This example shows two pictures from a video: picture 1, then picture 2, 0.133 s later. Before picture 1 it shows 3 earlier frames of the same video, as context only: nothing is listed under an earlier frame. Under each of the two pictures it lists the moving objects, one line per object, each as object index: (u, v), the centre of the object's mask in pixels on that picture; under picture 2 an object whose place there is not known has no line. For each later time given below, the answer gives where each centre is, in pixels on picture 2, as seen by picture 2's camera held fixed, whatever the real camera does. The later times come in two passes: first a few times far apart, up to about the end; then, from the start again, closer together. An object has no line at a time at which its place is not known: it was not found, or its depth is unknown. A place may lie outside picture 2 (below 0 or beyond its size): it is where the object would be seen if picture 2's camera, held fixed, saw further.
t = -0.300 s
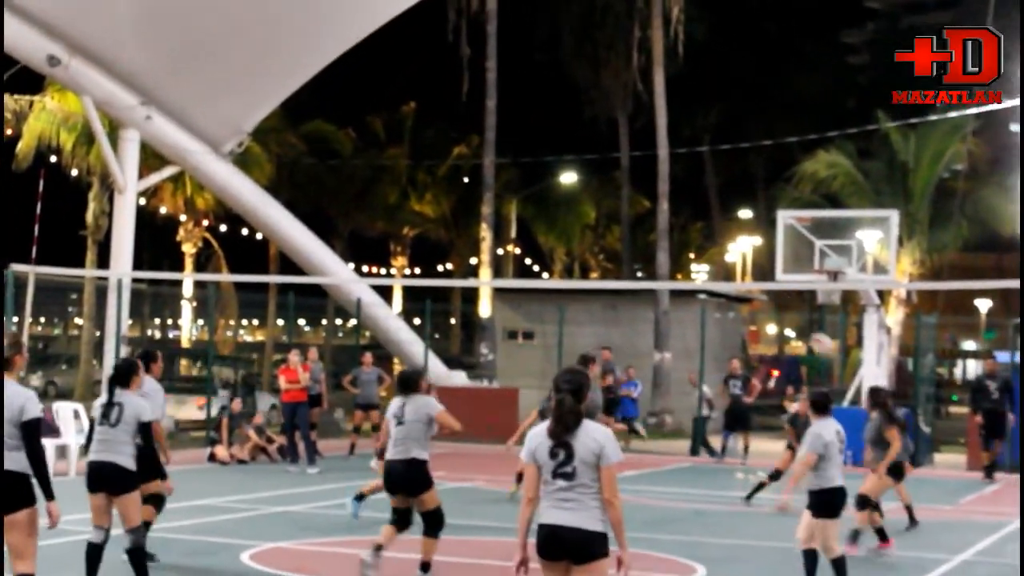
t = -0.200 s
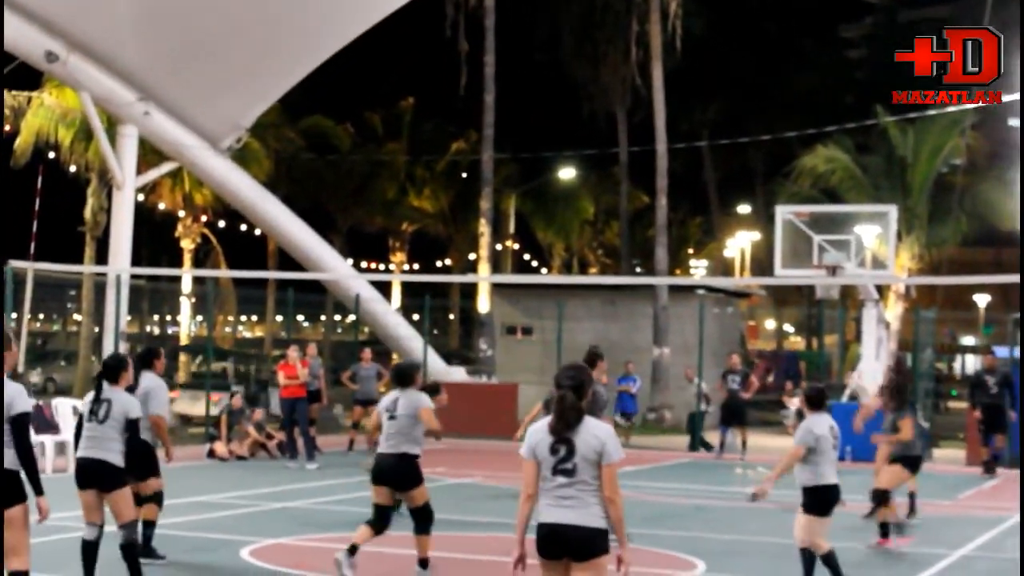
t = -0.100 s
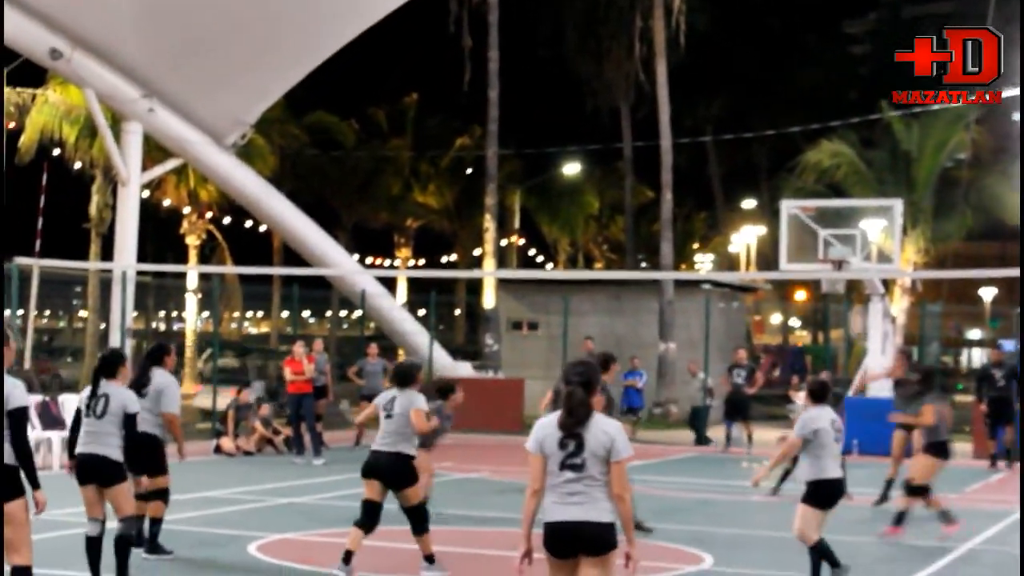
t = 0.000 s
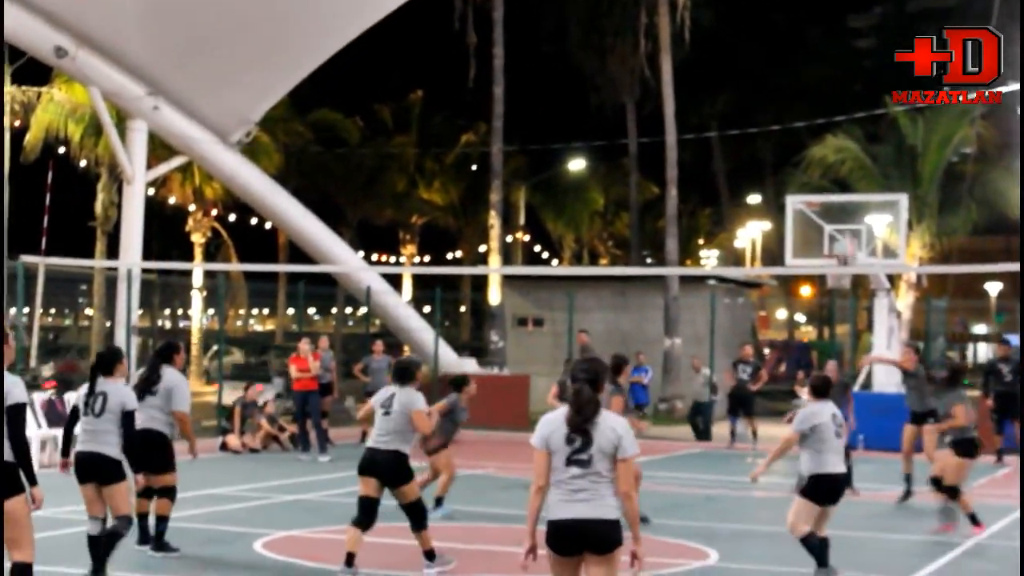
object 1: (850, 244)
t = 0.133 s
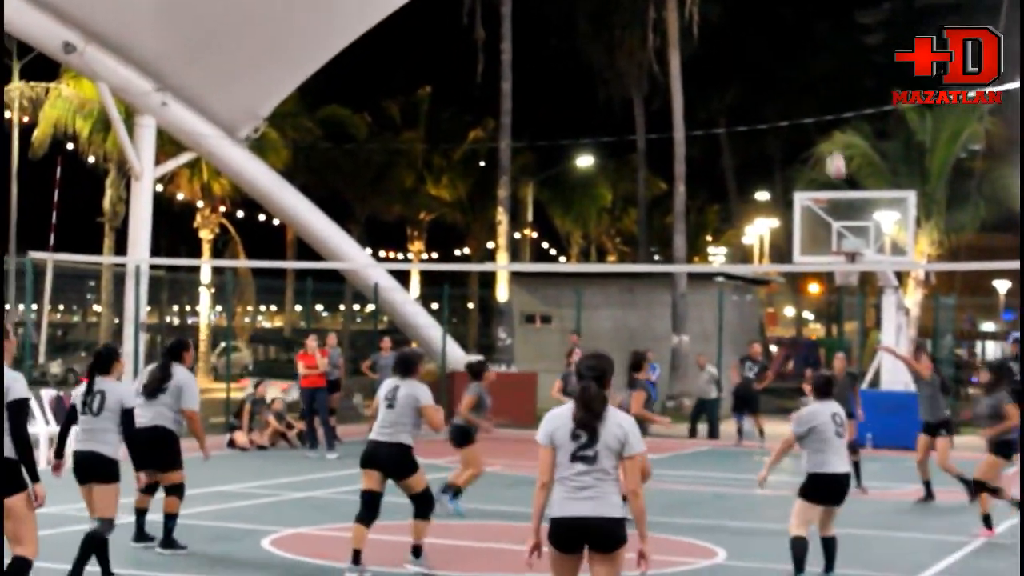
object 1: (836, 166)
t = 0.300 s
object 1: (811, 91)
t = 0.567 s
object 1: (769, 26)
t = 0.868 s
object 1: (721, 32)
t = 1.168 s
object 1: (670, 123)
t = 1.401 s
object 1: (629, 249)
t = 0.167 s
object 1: (830, 148)
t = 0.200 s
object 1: (825, 131)
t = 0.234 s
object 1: (820, 117)
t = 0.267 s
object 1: (815, 103)
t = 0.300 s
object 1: (811, 91)
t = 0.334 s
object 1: (805, 79)
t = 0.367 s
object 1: (801, 69)
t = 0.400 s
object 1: (795, 59)
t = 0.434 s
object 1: (790, 50)
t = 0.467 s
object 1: (785, 42)
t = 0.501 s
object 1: (779, 36)
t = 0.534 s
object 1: (774, 31)
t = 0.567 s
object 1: (769, 26)
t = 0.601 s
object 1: (764, 22)
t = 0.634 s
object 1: (758, 20)
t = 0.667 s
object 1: (753, 18)
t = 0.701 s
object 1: (748, 18)
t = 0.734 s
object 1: (742, 19)
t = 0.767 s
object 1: (737, 20)
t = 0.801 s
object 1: (732, 23)
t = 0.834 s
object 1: (726, 27)
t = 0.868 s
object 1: (721, 32)
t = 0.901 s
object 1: (715, 38)
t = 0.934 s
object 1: (710, 44)
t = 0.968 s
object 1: (705, 52)
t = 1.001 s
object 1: (699, 61)
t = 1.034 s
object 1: (693, 72)
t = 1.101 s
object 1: (683, 95)
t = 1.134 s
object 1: (676, 108)
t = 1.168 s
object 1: (670, 123)
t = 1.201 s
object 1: (664, 139)
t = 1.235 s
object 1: (658, 155)
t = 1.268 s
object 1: (652, 172)
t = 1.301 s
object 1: (647, 190)
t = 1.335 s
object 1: (641, 209)
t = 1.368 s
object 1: (634, 230)
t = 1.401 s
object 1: (629, 249)
